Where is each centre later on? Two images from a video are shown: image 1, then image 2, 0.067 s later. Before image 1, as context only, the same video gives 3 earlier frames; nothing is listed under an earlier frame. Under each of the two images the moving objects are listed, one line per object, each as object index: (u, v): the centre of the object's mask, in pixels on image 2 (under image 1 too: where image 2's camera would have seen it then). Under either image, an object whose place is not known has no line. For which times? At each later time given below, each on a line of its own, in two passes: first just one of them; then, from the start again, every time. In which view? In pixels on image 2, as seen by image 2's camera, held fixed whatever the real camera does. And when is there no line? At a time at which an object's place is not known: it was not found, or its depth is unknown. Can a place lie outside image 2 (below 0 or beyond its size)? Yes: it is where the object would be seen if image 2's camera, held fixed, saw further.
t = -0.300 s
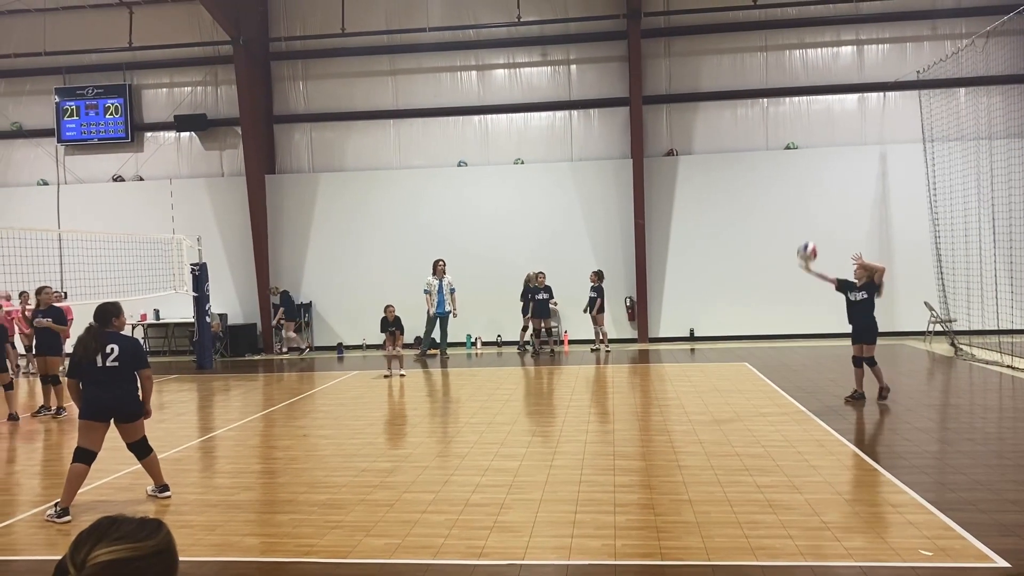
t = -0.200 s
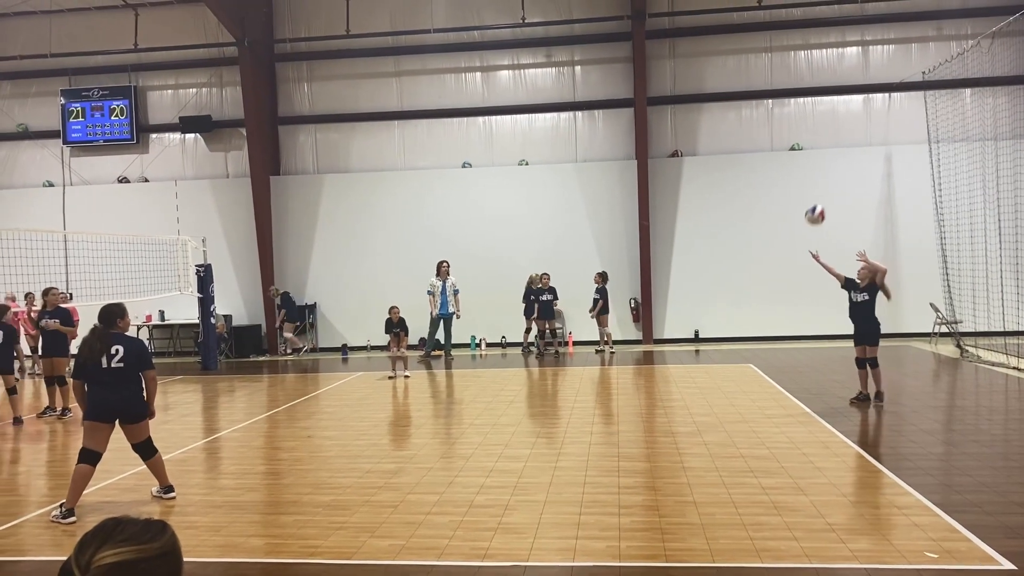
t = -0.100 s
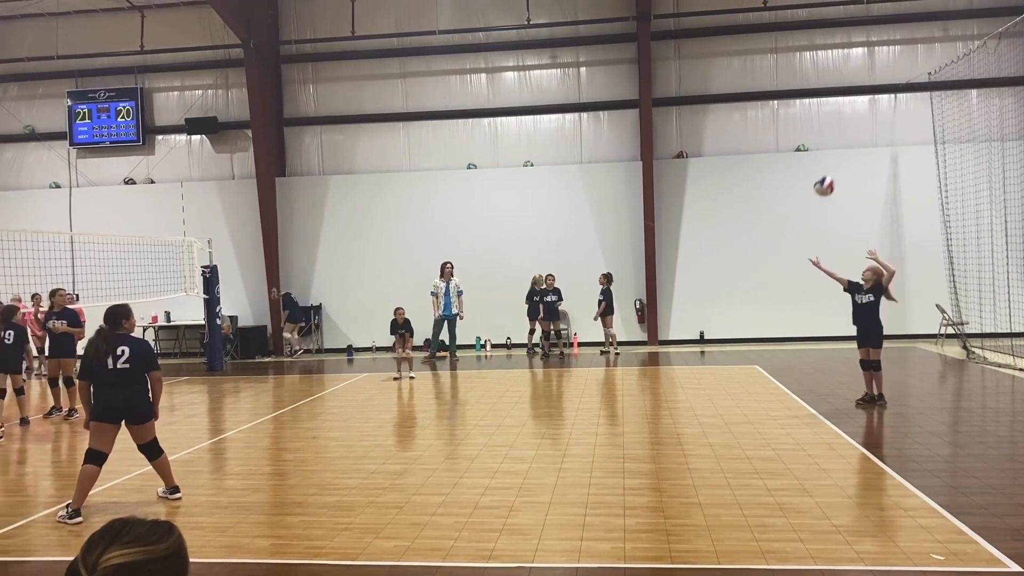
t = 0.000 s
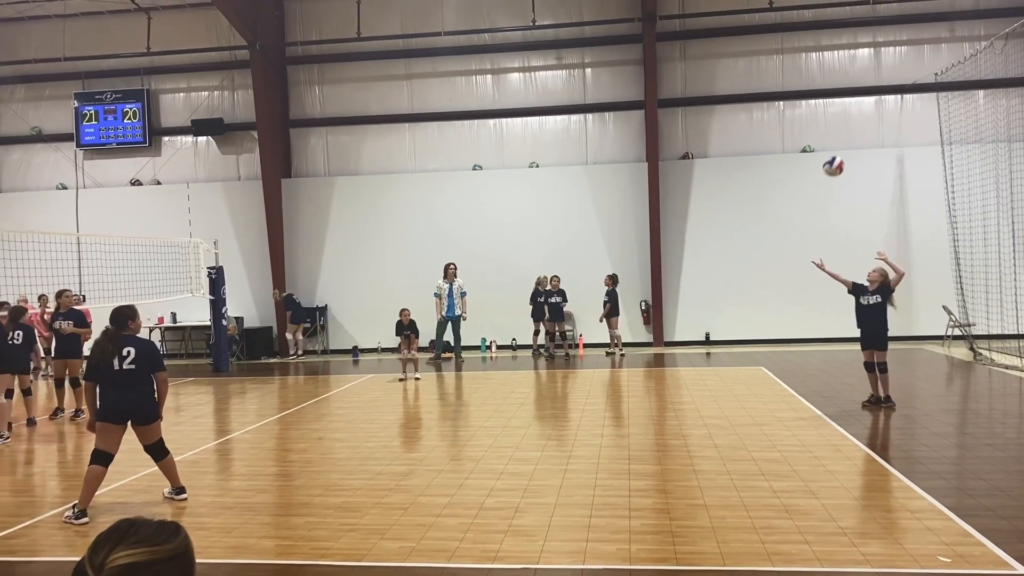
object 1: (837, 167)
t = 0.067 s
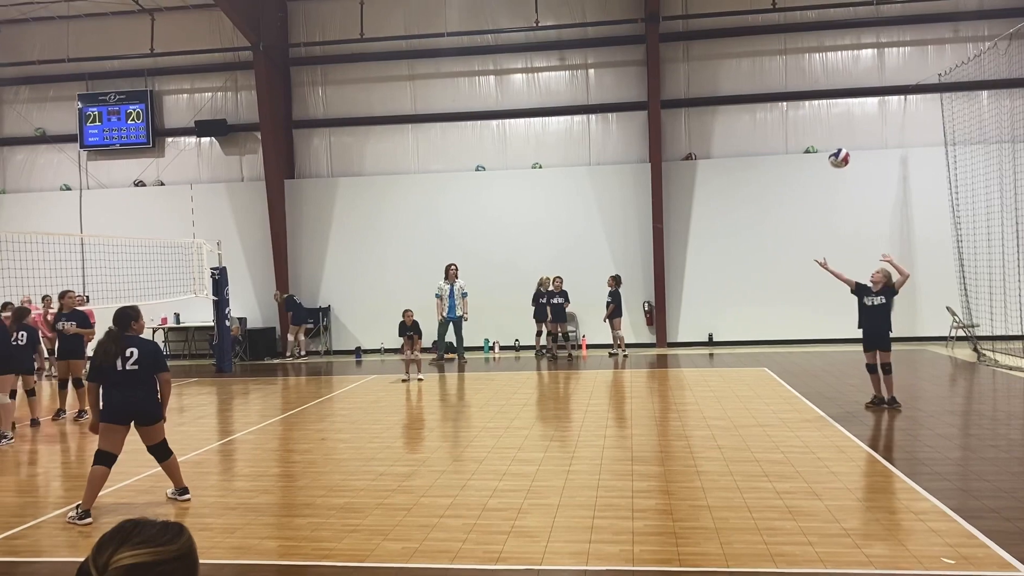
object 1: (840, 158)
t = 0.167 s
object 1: (843, 152)
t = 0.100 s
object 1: (841, 155)
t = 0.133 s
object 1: (841, 153)
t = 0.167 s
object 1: (843, 152)
